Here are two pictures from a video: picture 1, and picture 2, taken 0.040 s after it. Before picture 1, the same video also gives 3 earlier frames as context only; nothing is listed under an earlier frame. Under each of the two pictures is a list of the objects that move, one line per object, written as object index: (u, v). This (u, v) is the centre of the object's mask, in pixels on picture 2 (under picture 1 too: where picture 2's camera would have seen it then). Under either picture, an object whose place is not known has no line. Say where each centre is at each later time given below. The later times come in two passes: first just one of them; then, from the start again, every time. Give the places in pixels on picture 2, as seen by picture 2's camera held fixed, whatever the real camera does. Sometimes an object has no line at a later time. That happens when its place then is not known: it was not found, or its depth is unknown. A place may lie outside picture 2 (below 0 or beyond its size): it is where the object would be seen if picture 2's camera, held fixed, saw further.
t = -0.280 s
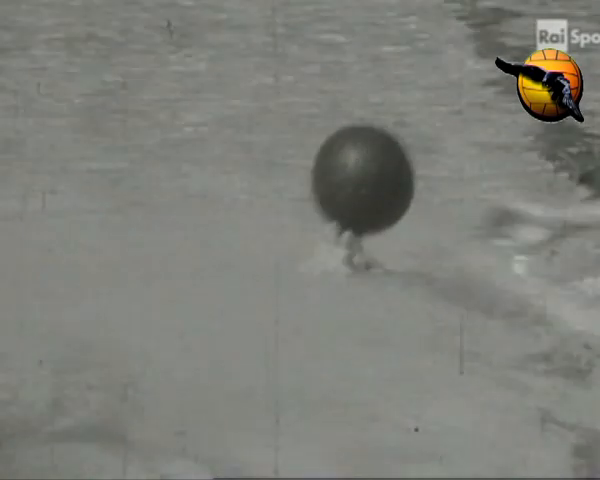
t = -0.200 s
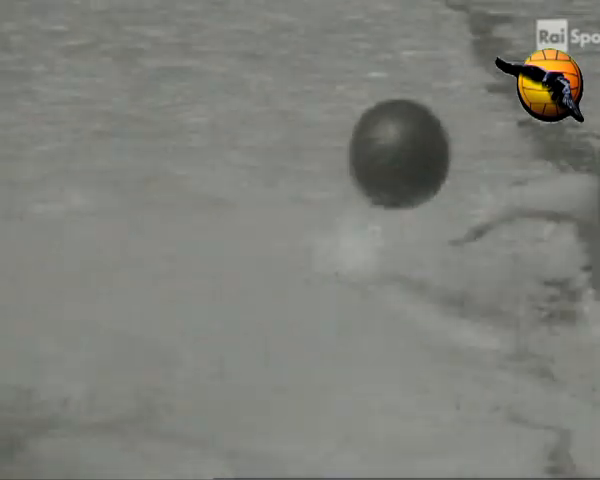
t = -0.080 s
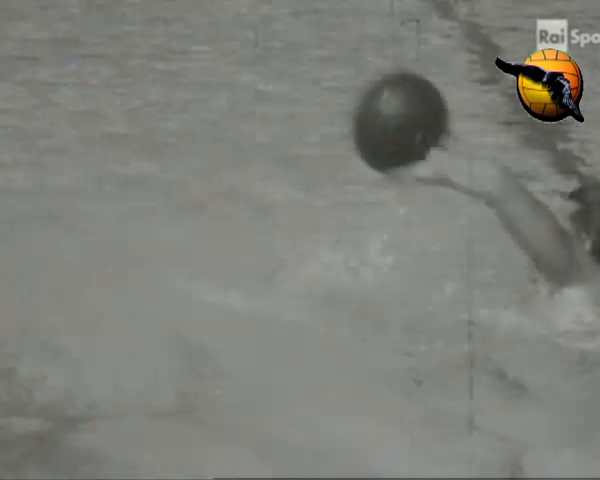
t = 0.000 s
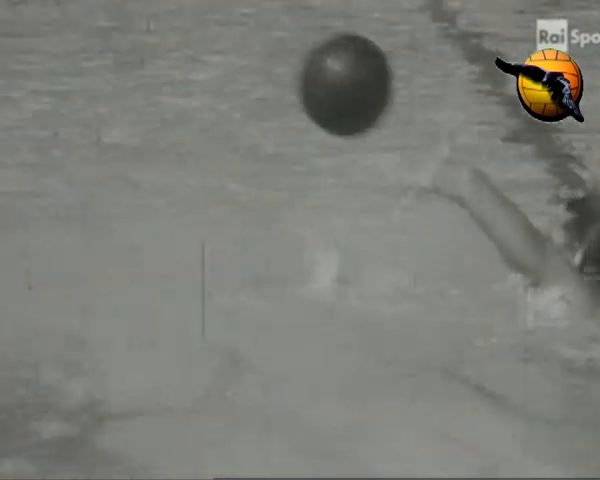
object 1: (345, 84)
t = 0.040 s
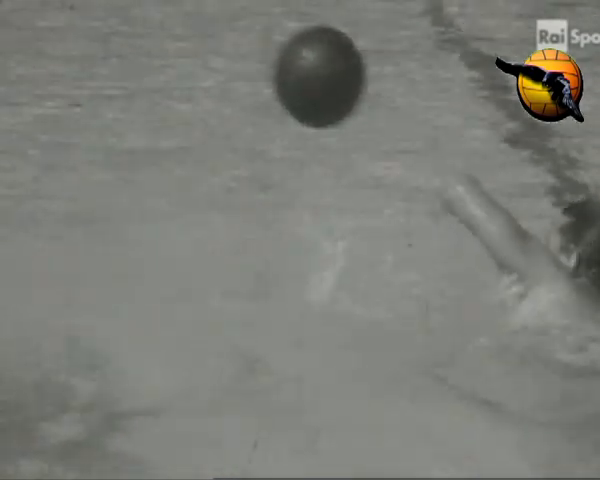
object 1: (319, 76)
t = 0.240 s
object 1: (203, 135)
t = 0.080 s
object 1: (294, 75)
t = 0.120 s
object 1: (269, 82)
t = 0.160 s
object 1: (246, 95)
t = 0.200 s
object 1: (224, 112)
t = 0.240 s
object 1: (203, 135)
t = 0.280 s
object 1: (183, 161)
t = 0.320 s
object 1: (163, 194)
